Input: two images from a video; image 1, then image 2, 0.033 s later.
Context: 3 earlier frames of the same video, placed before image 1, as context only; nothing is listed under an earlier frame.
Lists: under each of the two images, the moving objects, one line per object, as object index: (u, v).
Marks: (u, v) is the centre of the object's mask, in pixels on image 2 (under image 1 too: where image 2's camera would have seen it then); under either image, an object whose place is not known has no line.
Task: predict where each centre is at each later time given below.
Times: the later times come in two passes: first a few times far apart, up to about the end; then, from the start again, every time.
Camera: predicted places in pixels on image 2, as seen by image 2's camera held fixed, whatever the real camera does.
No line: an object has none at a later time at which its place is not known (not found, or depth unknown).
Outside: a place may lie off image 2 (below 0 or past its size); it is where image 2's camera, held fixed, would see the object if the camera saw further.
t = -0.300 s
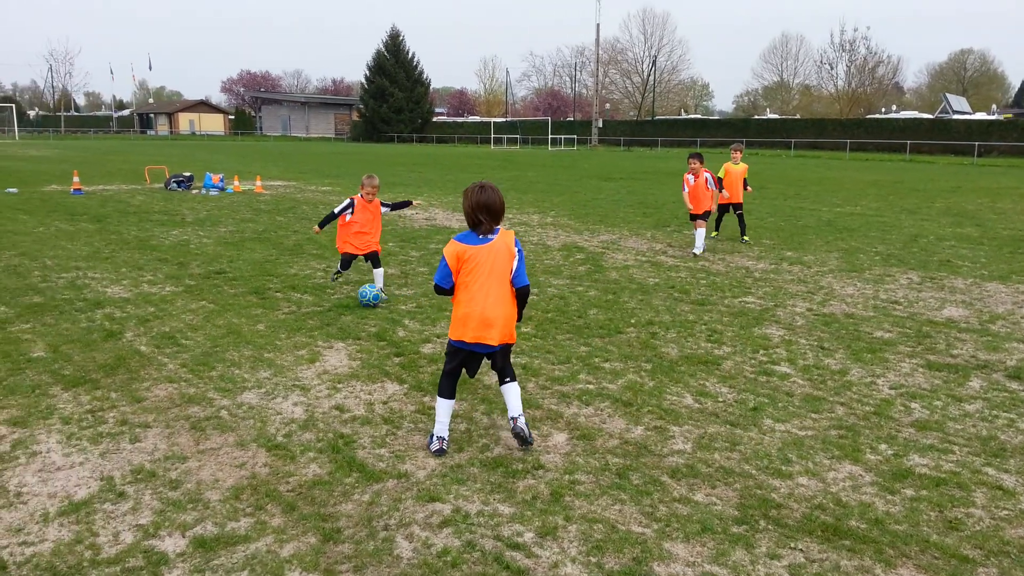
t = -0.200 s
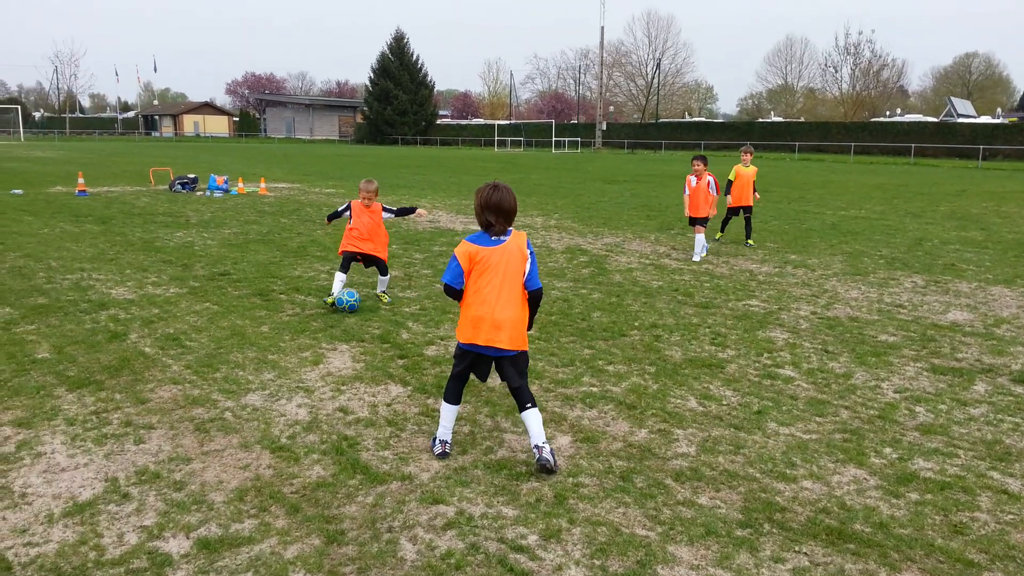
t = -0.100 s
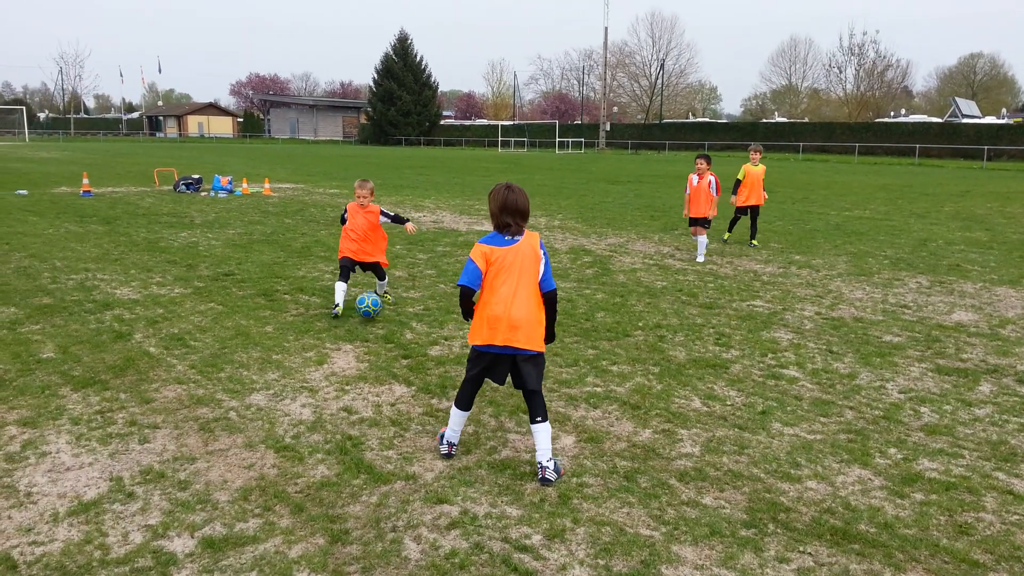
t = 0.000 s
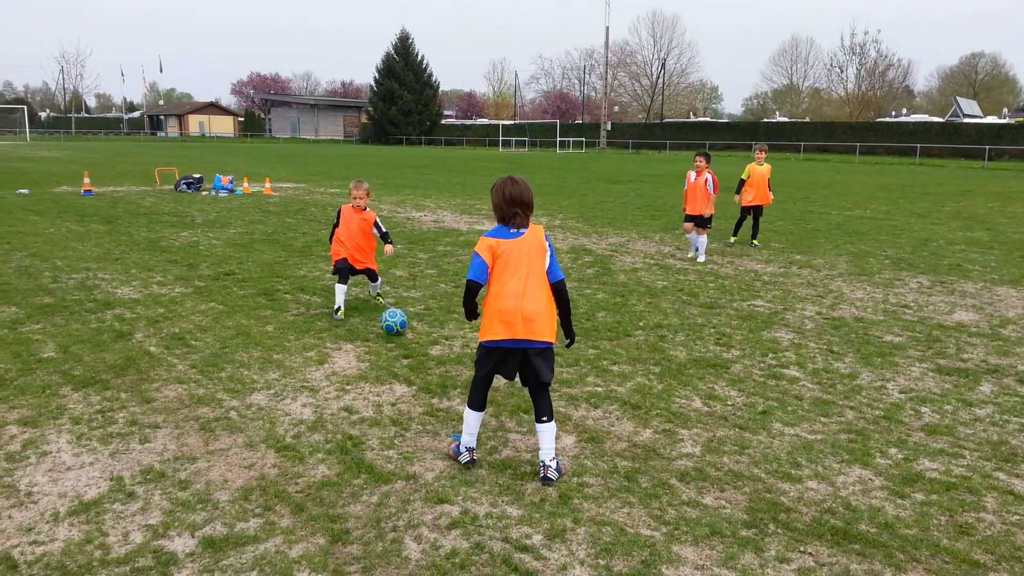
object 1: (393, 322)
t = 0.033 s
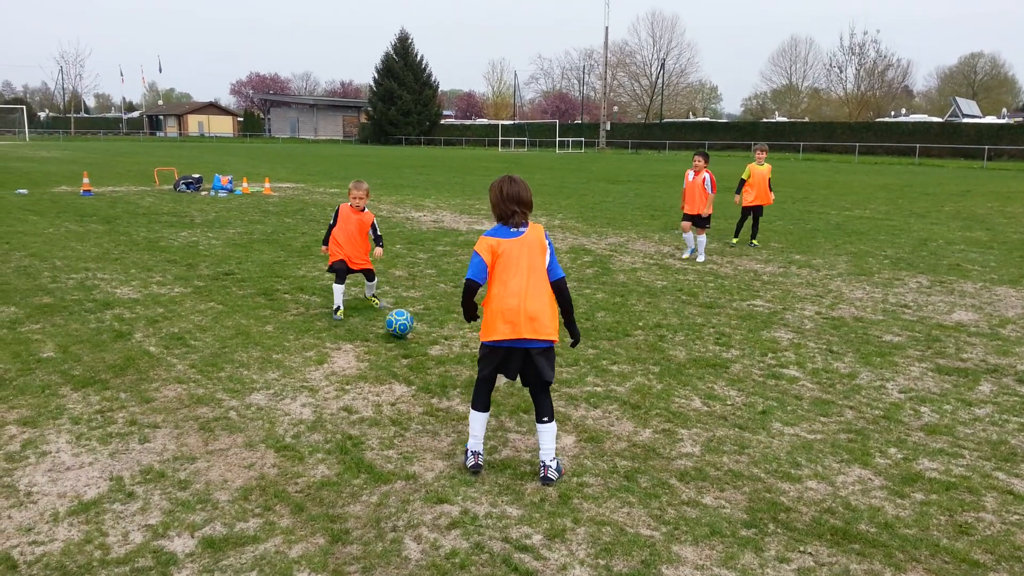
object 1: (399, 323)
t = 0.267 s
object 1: (439, 348)
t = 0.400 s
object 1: (464, 359)
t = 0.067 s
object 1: (405, 323)
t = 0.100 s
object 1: (410, 324)
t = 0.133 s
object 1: (415, 327)
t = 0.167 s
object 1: (420, 331)
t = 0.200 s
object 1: (427, 337)
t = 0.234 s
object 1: (433, 346)
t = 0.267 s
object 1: (439, 348)
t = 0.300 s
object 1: (445, 348)
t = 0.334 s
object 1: (451, 350)
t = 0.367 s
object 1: (457, 353)
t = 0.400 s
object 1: (464, 359)
